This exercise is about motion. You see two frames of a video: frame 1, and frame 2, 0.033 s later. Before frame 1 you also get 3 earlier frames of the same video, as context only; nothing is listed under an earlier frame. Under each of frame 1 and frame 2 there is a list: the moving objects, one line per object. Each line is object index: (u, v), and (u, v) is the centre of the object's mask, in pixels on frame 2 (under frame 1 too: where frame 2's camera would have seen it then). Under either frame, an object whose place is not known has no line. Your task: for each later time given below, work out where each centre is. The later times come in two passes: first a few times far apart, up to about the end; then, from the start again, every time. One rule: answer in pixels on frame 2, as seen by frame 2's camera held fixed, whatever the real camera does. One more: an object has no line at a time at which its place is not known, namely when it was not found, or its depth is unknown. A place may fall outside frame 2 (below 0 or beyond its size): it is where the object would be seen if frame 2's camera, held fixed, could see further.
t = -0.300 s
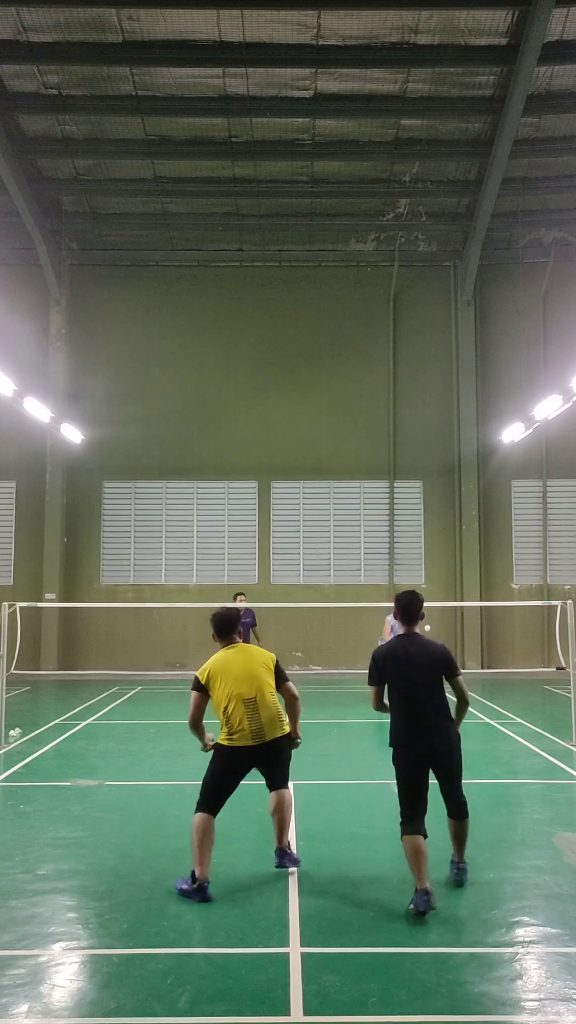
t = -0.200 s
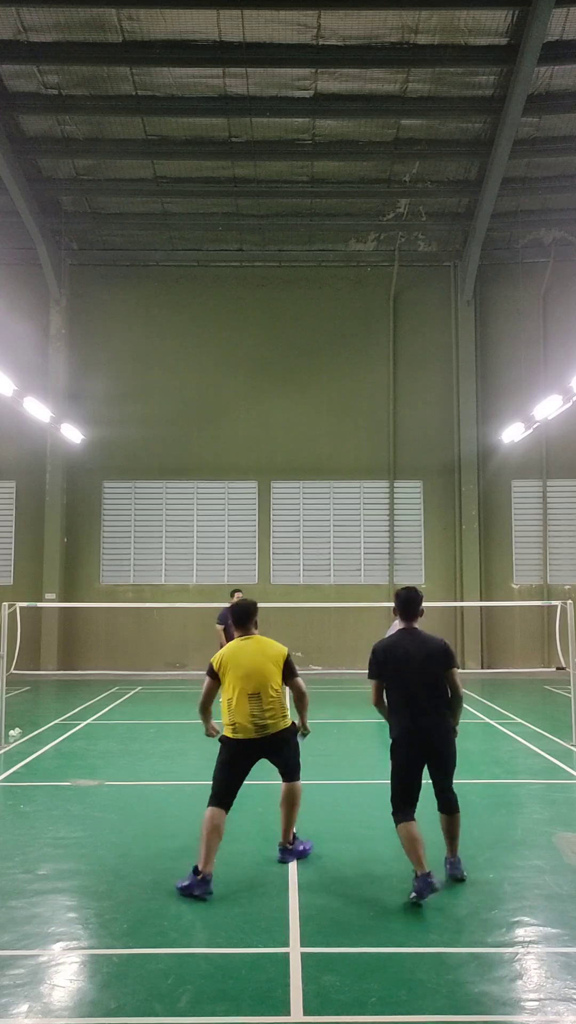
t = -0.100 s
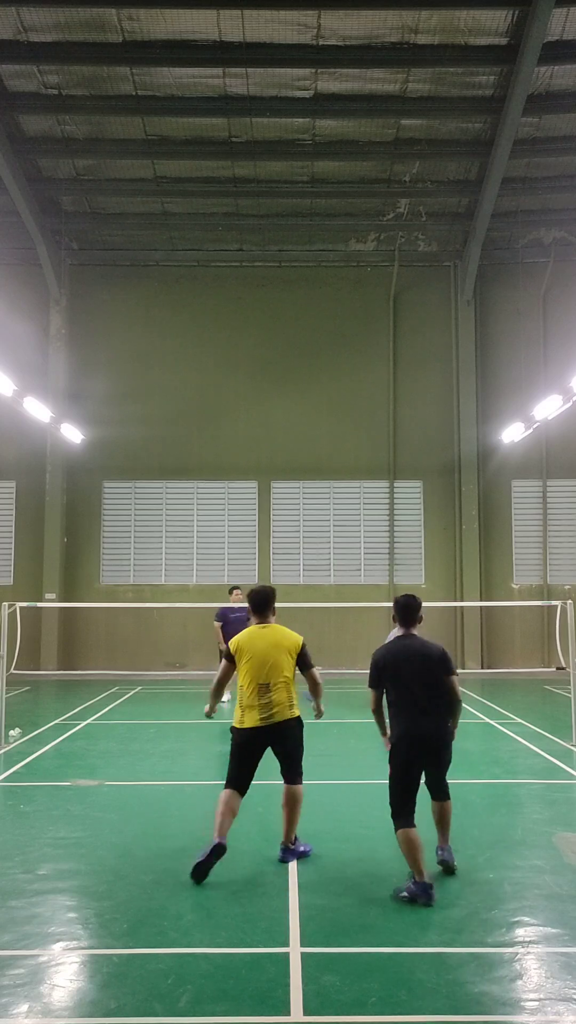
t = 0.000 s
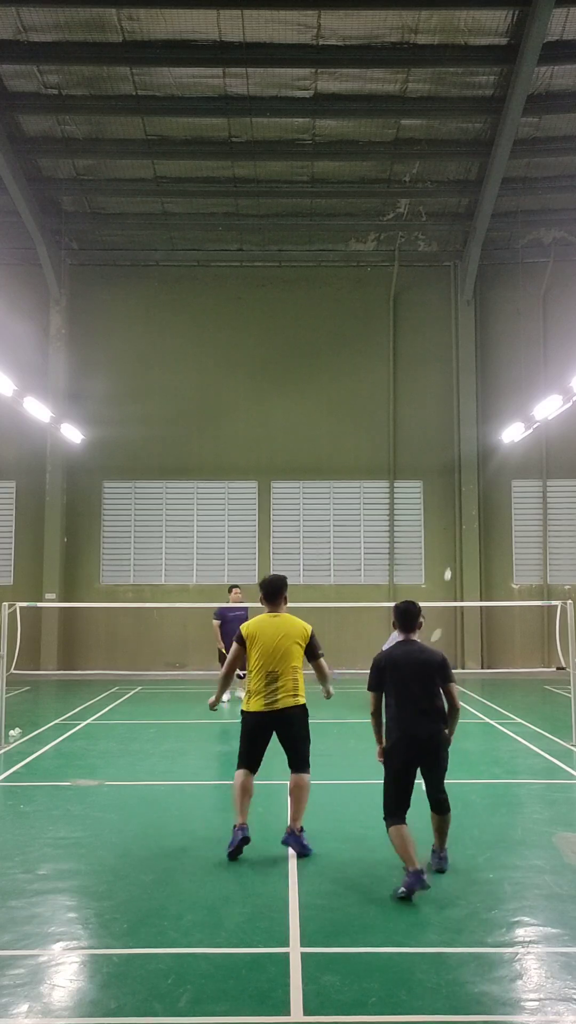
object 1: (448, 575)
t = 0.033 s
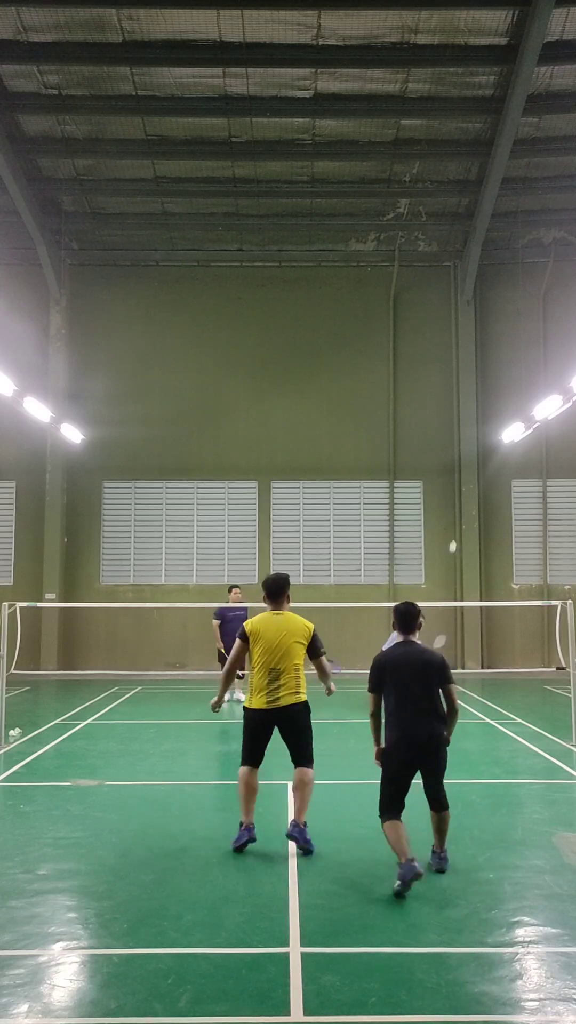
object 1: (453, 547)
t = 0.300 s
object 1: (484, 396)
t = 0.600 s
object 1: (514, 330)
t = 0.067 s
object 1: (457, 522)
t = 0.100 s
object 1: (461, 499)
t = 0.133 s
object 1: (465, 478)
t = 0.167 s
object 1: (469, 459)
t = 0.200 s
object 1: (473, 441)
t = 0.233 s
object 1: (477, 424)
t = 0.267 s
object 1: (481, 410)
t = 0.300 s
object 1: (484, 396)
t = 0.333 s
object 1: (488, 384)
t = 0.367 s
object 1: (491, 373)
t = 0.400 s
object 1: (494, 363)
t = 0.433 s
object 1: (498, 354)
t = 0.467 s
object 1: (501, 347)
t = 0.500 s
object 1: (504, 341)
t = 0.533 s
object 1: (507, 336)
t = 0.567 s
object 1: (511, 332)
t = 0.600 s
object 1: (514, 330)
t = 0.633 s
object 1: (517, 329)
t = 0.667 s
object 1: (520, 330)
